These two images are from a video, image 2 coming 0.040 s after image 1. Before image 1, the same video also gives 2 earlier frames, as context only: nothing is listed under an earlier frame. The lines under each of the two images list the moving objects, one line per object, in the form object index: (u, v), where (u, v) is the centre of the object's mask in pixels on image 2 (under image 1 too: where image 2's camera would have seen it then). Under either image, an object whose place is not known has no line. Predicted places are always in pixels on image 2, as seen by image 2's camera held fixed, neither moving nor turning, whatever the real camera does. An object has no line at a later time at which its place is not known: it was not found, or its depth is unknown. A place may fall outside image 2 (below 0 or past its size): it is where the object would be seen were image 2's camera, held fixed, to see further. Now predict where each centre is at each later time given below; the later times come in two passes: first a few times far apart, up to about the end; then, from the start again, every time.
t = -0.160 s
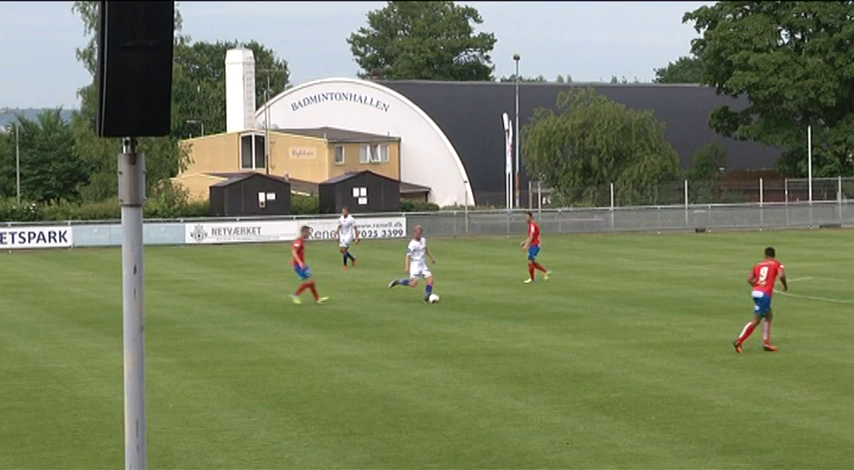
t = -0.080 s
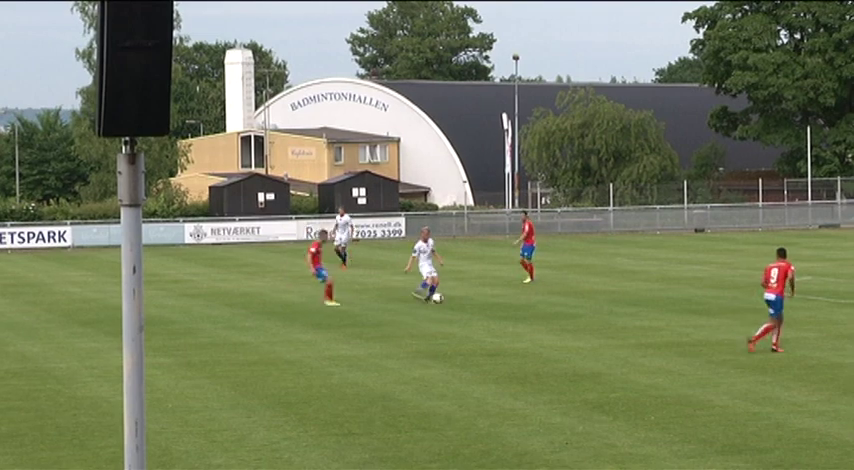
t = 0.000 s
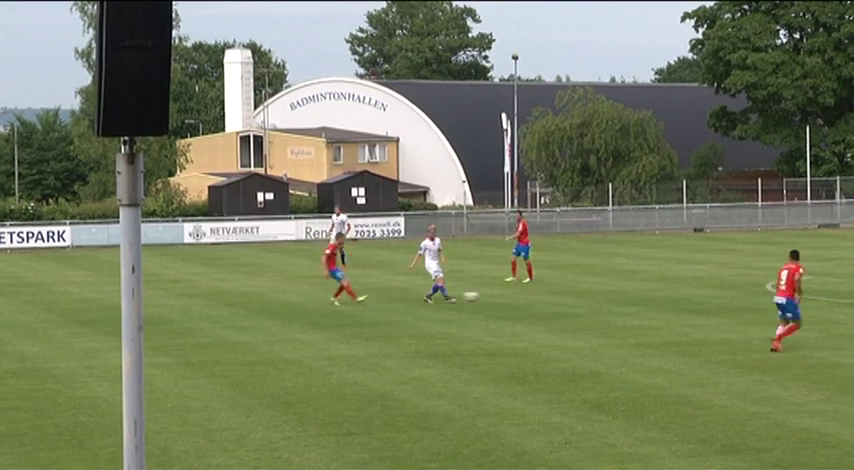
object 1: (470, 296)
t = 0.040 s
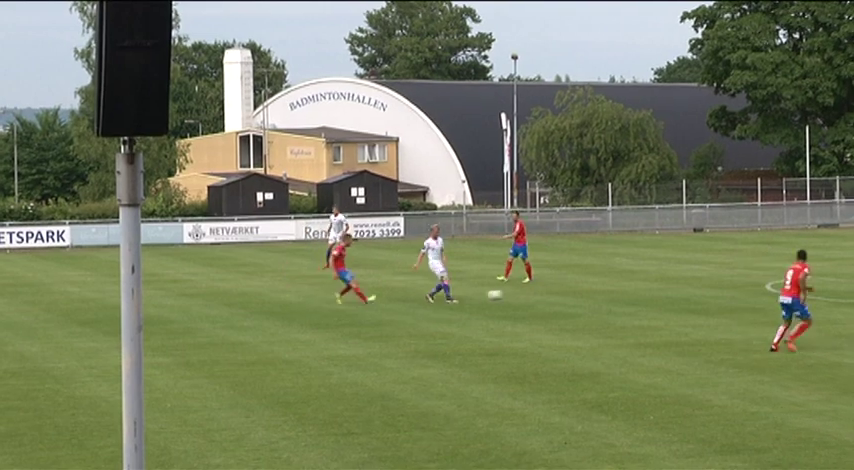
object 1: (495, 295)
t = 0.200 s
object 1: (585, 291)
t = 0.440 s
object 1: (694, 285)
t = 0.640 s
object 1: (766, 281)
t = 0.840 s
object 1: (826, 280)
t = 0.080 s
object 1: (519, 294)
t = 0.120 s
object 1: (542, 293)
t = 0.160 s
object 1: (566, 292)
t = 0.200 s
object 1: (585, 291)
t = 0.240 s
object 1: (606, 289)
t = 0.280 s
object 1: (625, 289)
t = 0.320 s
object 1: (644, 288)
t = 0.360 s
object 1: (661, 287)
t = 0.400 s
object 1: (678, 286)
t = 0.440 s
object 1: (694, 285)
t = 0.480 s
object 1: (710, 284)
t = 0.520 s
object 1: (724, 283)
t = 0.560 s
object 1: (738, 282)
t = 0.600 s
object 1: (752, 281)
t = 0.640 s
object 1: (766, 281)
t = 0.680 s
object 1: (778, 280)
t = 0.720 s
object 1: (790, 280)
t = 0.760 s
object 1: (803, 280)
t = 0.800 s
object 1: (814, 280)
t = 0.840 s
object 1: (826, 280)
